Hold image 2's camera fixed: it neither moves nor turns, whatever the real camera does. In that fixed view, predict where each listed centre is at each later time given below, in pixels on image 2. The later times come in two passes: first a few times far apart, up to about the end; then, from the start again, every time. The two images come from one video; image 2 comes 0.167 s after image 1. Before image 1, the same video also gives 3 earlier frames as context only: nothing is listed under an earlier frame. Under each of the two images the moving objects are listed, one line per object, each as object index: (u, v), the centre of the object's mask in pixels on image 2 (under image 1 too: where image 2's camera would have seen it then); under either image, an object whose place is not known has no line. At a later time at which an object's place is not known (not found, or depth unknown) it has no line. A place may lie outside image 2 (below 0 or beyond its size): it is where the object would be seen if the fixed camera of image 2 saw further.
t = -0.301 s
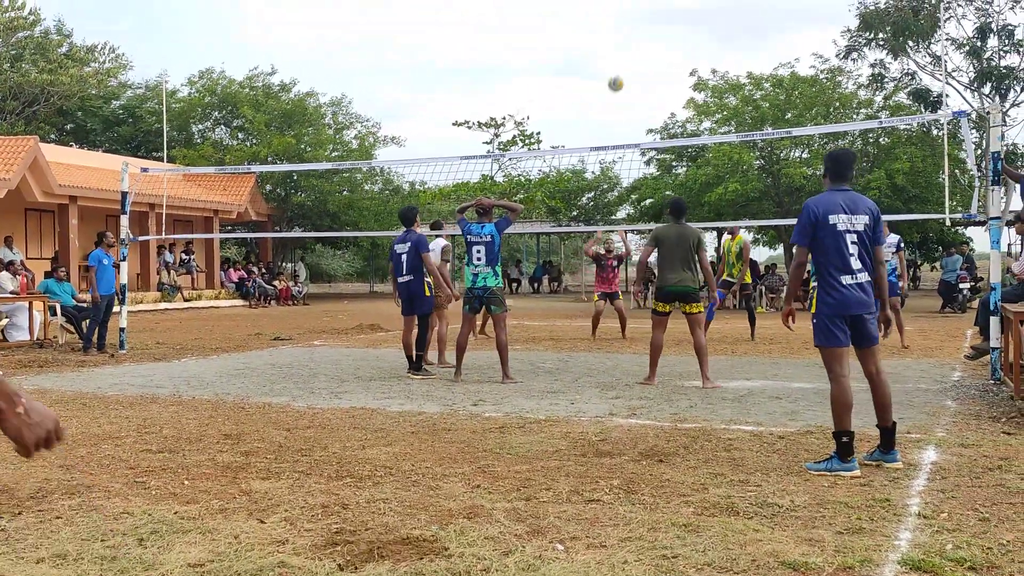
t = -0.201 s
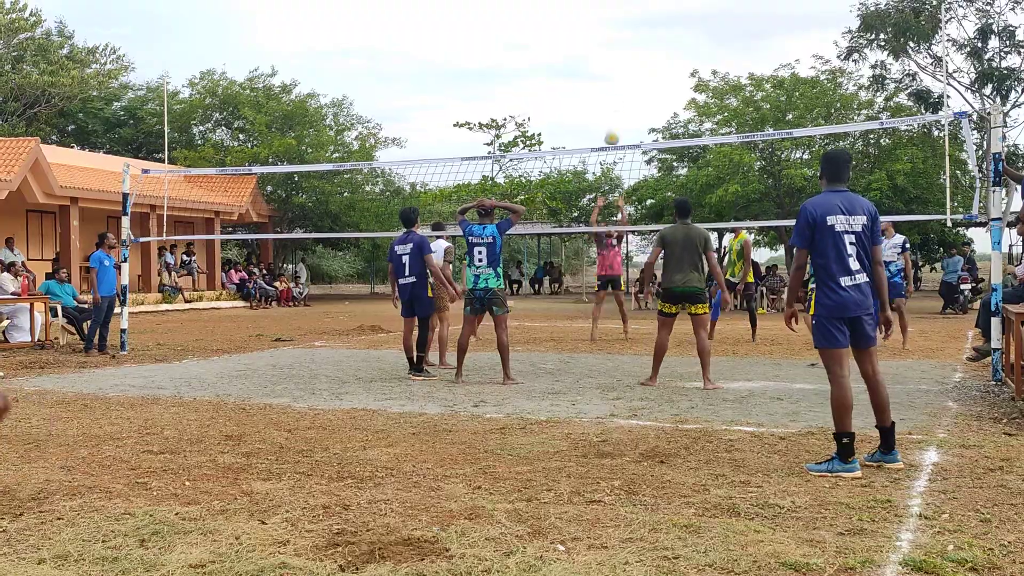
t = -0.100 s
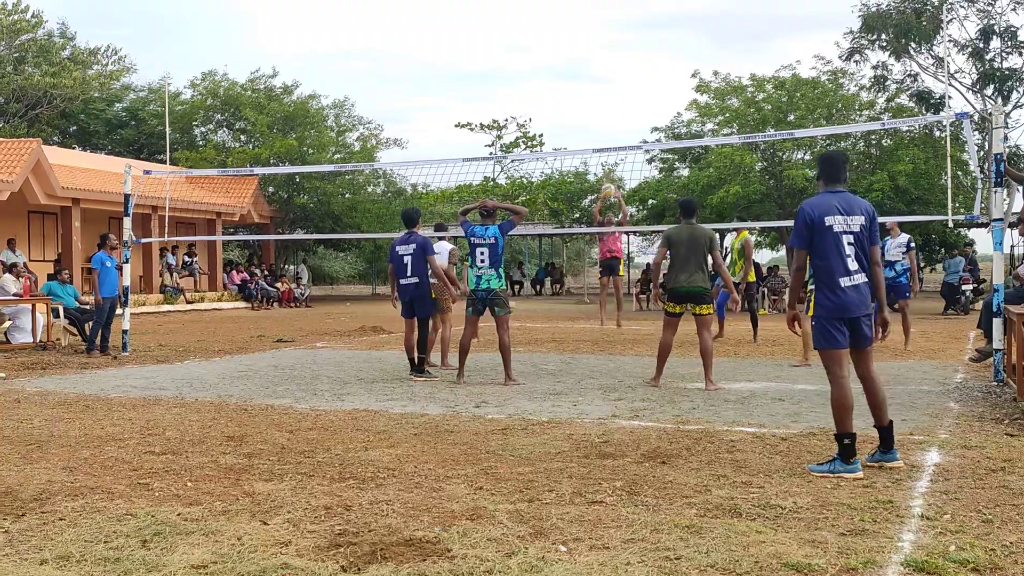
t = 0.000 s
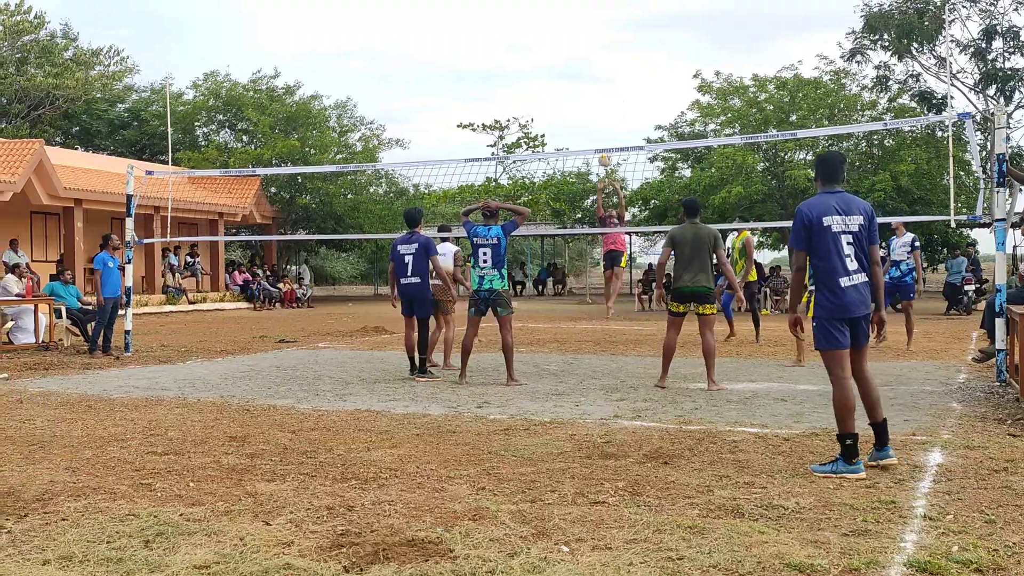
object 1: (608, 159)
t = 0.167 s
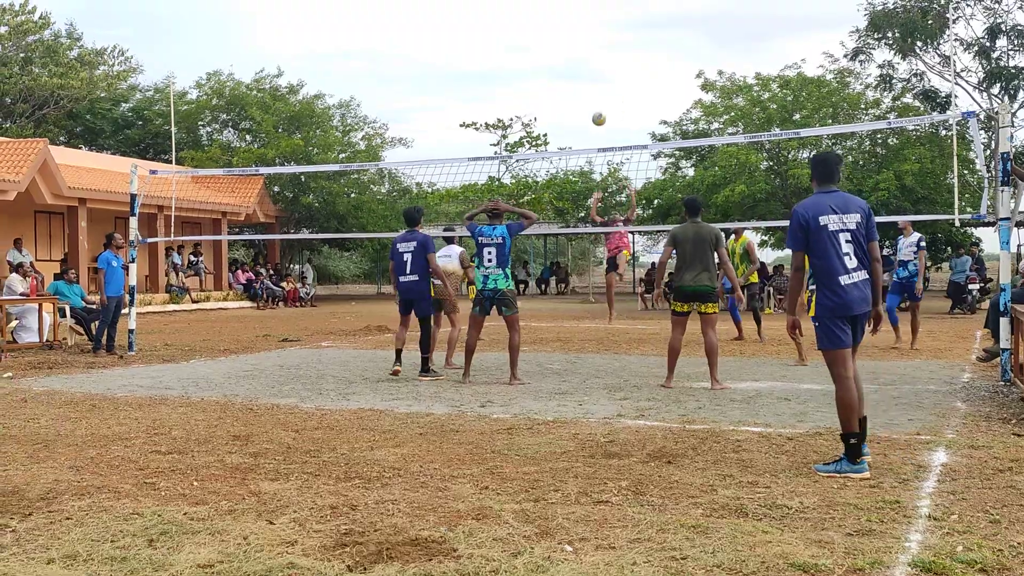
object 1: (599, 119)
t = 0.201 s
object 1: (597, 113)
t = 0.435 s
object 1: (584, 88)
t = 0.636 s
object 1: (571, 96)
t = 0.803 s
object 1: (561, 126)
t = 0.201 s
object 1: (597, 113)
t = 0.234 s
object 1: (595, 107)
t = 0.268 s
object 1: (593, 102)
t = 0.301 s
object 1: (591, 98)
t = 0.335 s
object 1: (589, 94)
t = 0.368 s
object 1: (587, 91)
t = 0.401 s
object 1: (585, 89)
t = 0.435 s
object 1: (584, 88)
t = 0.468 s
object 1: (581, 87)
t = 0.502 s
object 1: (579, 88)
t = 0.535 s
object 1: (577, 89)
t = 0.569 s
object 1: (575, 90)
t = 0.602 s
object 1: (573, 92)
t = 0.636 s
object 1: (571, 96)
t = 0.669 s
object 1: (569, 100)
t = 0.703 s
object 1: (567, 105)
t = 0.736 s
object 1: (565, 111)
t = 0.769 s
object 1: (563, 118)
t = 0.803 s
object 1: (561, 126)
